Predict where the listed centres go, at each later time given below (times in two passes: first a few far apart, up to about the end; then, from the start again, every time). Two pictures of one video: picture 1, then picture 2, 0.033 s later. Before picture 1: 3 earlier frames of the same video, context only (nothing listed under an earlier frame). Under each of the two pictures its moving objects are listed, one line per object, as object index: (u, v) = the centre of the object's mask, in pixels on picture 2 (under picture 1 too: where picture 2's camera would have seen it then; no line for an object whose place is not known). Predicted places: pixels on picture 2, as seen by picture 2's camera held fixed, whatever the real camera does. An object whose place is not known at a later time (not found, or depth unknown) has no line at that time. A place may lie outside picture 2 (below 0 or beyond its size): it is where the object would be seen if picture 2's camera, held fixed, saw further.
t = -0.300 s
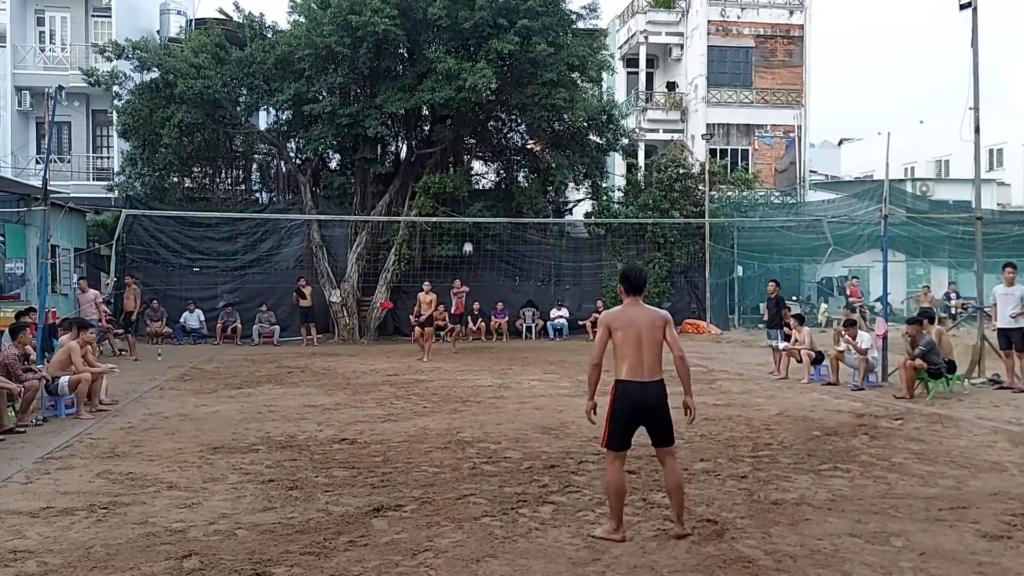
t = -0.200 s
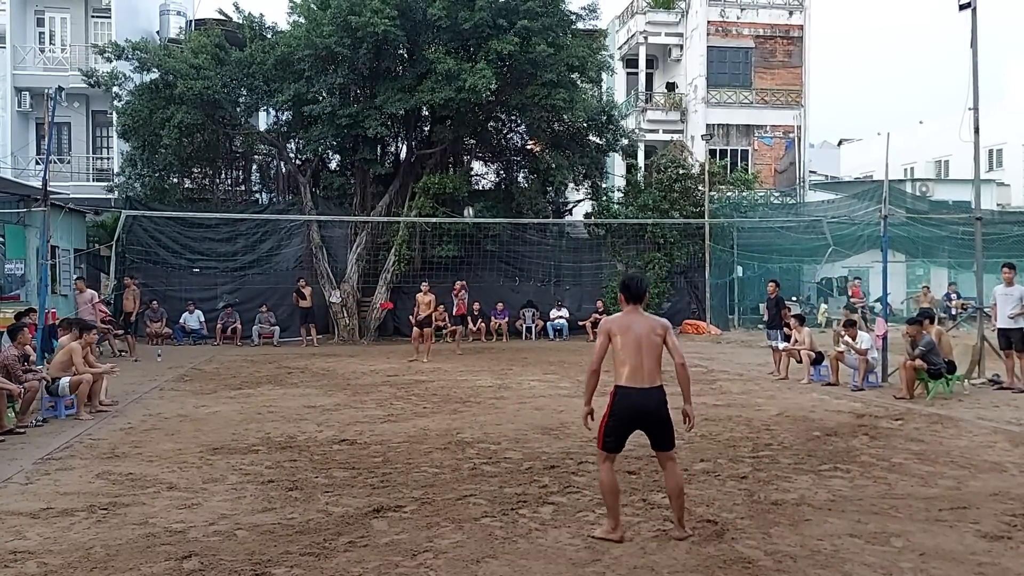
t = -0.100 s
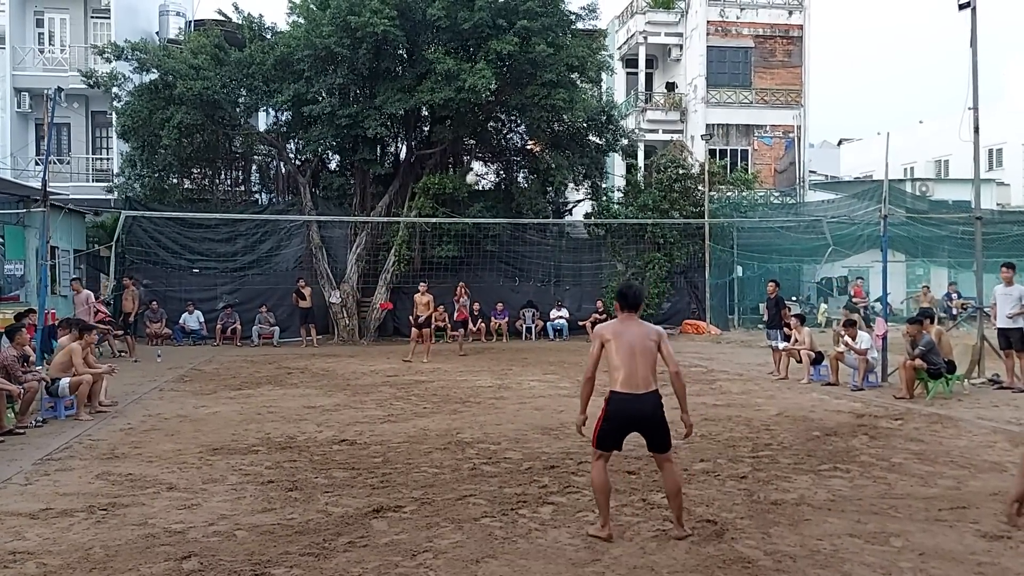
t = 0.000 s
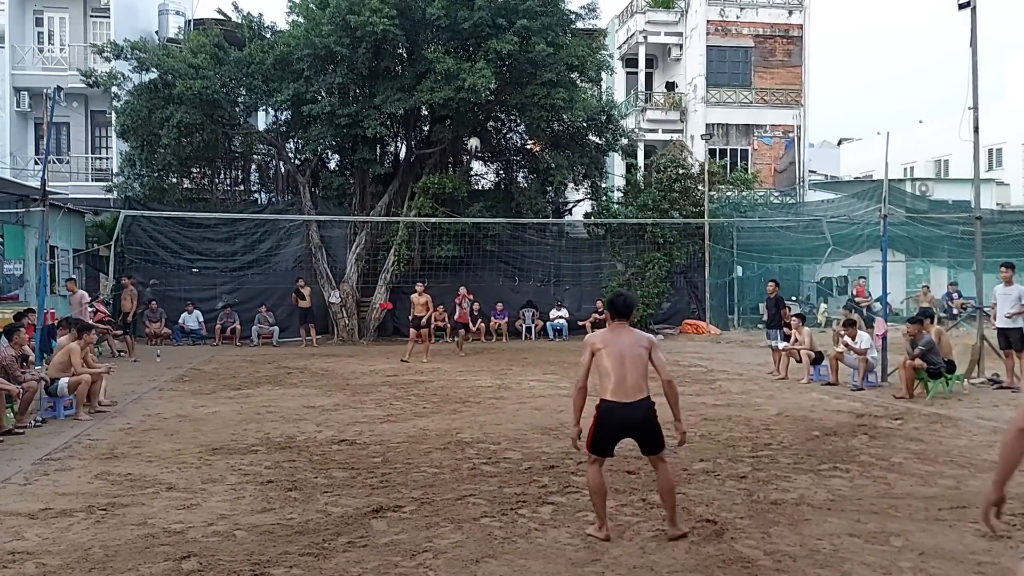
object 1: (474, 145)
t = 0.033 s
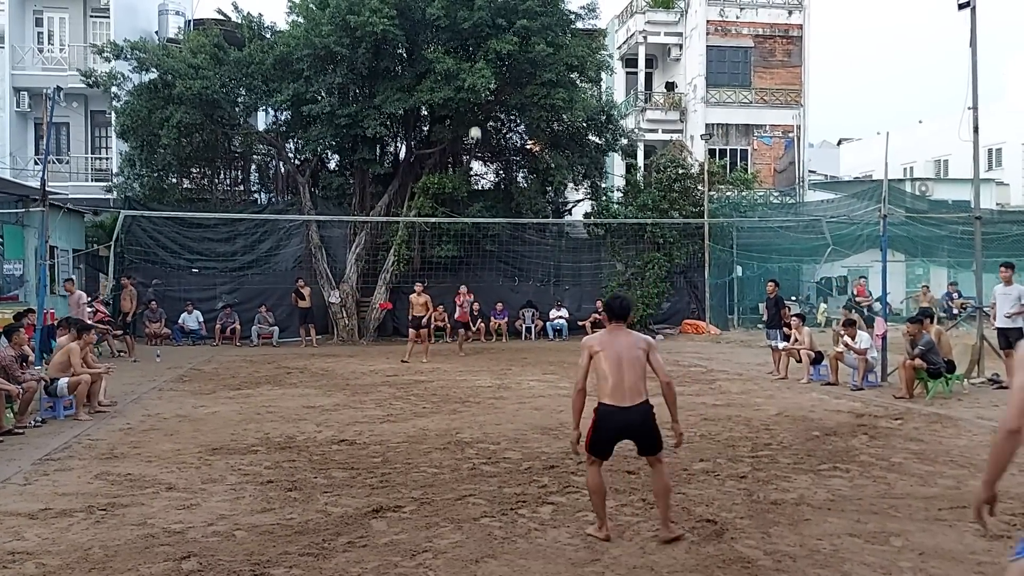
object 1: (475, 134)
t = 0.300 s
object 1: (486, 56)
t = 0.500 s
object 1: (499, 16)
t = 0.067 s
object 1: (476, 124)
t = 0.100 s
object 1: (477, 114)
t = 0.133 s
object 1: (479, 103)
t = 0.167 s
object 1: (480, 93)
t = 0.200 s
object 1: (481, 83)
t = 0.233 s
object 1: (483, 74)
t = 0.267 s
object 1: (485, 66)
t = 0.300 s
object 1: (486, 56)
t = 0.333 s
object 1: (488, 49)
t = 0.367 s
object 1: (490, 41)
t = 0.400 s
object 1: (492, 34)
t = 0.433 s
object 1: (494, 28)
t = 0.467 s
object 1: (496, 22)
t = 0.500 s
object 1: (499, 16)
